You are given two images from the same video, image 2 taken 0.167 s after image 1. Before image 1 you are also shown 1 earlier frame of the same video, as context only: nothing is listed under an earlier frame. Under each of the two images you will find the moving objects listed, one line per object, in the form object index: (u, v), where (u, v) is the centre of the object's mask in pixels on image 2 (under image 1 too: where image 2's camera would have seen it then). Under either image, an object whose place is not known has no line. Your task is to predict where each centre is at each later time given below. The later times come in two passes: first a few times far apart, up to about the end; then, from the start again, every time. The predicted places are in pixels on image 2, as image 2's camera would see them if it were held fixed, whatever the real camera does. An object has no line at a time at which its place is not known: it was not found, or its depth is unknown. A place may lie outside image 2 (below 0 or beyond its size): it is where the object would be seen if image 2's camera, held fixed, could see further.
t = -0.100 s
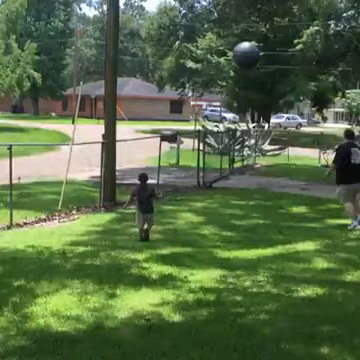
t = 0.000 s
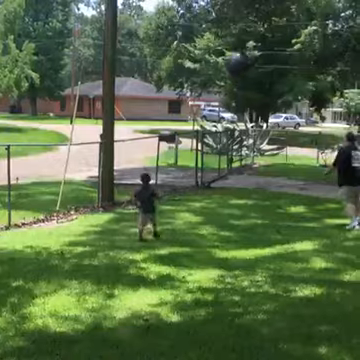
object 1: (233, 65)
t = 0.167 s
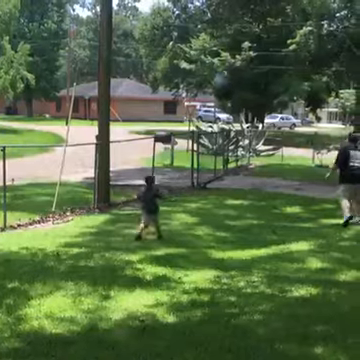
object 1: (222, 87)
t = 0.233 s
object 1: (217, 100)
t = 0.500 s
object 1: (207, 149)
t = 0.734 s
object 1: (232, 175)
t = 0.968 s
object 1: (254, 142)
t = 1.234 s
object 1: (278, 129)
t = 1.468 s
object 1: (297, 136)
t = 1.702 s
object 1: (315, 161)
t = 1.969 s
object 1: (337, 170)
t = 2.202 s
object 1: (355, 146)
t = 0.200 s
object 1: (220, 94)
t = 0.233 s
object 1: (217, 100)
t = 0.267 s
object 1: (217, 105)
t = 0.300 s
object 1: (215, 111)
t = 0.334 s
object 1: (215, 115)
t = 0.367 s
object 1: (212, 123)
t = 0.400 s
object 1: (210, 130)
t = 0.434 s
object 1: (208, 137)
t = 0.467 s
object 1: (207, 144)
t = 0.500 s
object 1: (207, 149)
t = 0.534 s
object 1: (210, 155)
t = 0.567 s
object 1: (214, 162)
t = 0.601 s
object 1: (218, 168)
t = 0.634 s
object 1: (221, 174)
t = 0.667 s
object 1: (225, 181)
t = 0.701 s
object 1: (228, 180)
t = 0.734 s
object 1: (232, 175)
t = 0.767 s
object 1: (234, 169)
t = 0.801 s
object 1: (238, 165)
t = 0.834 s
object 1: (241, 159)
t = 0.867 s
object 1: (244, 154)
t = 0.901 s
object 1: (247, 150)
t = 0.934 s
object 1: (251, 147)
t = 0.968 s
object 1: (254, 142)
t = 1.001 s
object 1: (256, 140)
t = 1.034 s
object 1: (260, 137)
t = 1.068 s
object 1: (263, 134)
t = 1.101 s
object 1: (266, 133)
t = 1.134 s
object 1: (269, 132)
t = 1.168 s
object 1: (273, 131)
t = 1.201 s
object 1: (275, 131)
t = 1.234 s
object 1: (278, 129)
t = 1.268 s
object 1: (281, 129)
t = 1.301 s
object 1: (284, 130)
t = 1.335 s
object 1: (286, 130)
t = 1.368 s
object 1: (288, 130)
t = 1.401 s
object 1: (291, 132)
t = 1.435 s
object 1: (294, 134)
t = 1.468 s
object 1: (297, 136)
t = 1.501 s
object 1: (300, 139)
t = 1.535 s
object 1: (302, 142)
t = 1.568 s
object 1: (306, 145)
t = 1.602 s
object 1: (307, 151)
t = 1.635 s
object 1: (310, 154)
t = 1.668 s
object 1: (312, 158)
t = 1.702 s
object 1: (315, 161)
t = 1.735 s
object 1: (318, 166)
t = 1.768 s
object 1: (321, 172)
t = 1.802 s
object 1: (322, 177)
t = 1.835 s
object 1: (326, 184)
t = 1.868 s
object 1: (328, 184)
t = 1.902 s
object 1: (332, 179)
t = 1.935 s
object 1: (334, 174)
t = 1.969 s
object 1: (337, 170)
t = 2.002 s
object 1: (339, 165)
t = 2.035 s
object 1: (342, 162)
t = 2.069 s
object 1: (344, 157)
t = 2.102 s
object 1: (348, 154)
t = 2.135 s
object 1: (351, 152)
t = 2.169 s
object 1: (353, 150)
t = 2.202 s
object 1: (355, 146)
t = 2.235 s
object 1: (357, 144)
